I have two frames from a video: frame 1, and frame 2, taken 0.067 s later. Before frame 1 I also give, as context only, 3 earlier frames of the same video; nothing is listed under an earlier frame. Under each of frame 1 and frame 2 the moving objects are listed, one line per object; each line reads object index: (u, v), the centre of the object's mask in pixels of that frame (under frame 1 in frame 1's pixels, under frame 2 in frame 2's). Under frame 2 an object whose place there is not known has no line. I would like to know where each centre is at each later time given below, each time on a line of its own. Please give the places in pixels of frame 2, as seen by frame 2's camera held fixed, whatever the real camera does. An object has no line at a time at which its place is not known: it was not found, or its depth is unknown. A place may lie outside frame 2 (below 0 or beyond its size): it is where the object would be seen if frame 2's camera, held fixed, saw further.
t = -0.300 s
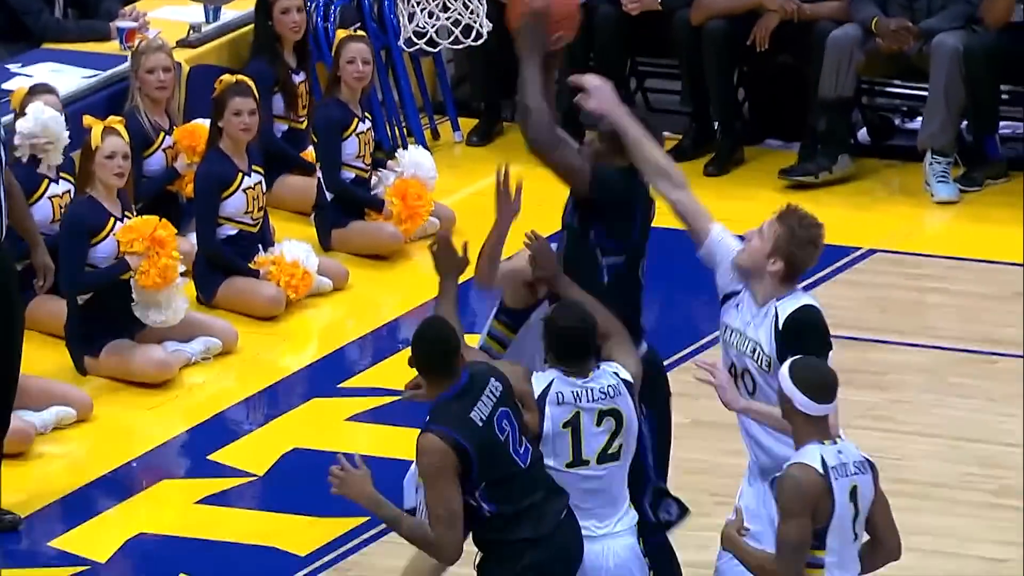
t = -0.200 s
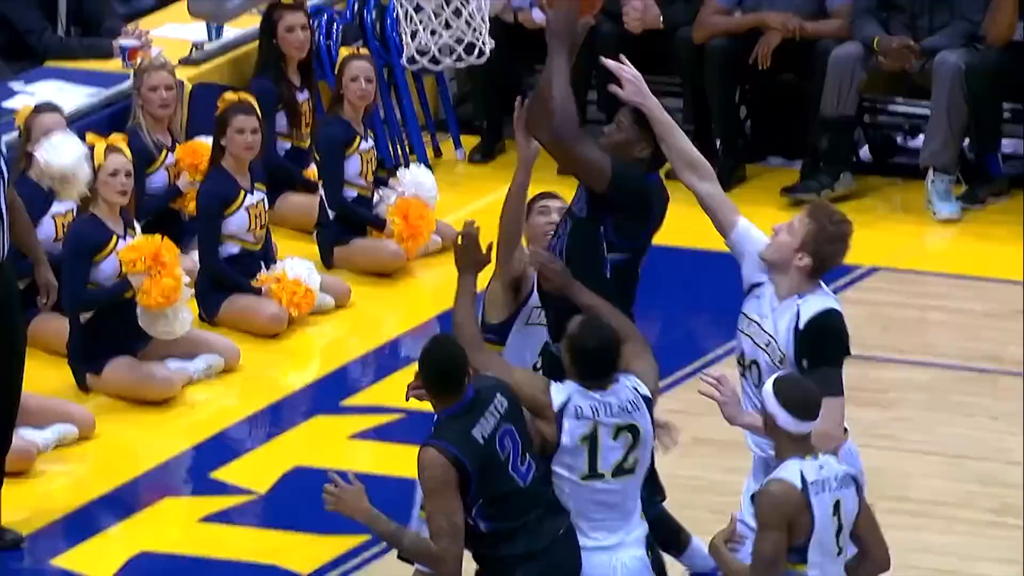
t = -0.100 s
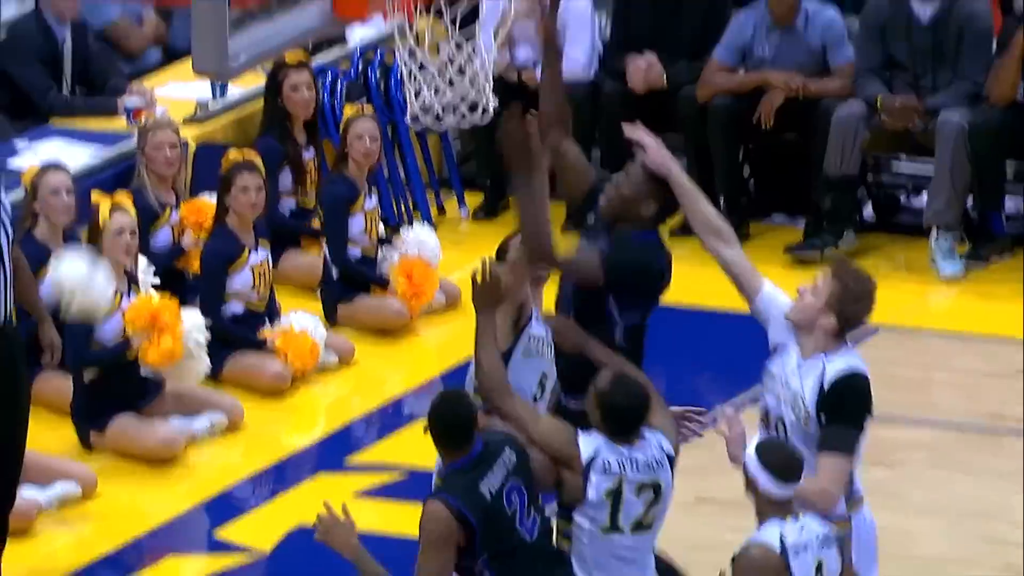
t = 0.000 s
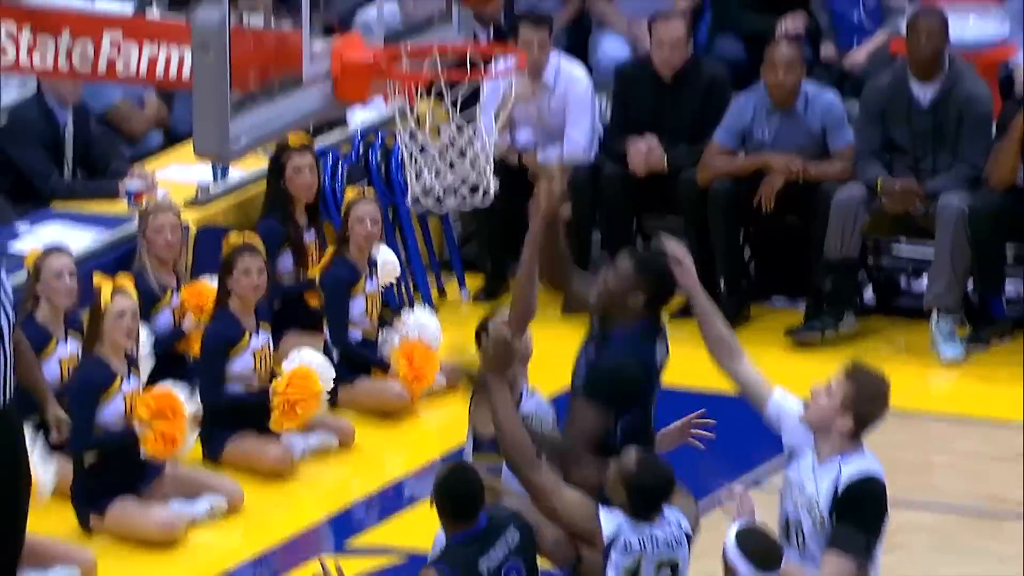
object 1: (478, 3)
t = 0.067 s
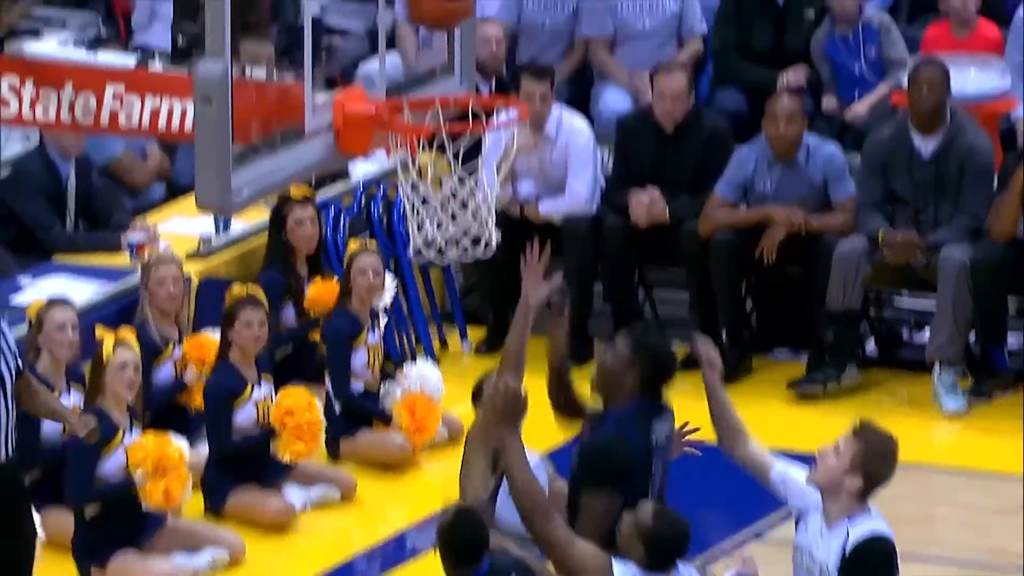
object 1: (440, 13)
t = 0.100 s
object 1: (419, -5)
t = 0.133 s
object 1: (423, -14)
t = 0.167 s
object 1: (430, -18)
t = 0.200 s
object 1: (439, -13)
